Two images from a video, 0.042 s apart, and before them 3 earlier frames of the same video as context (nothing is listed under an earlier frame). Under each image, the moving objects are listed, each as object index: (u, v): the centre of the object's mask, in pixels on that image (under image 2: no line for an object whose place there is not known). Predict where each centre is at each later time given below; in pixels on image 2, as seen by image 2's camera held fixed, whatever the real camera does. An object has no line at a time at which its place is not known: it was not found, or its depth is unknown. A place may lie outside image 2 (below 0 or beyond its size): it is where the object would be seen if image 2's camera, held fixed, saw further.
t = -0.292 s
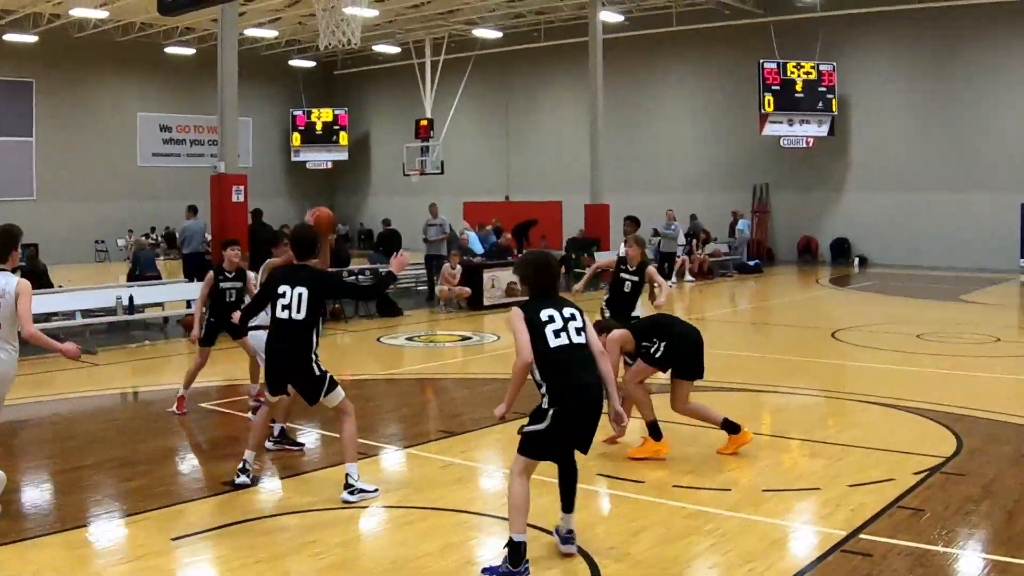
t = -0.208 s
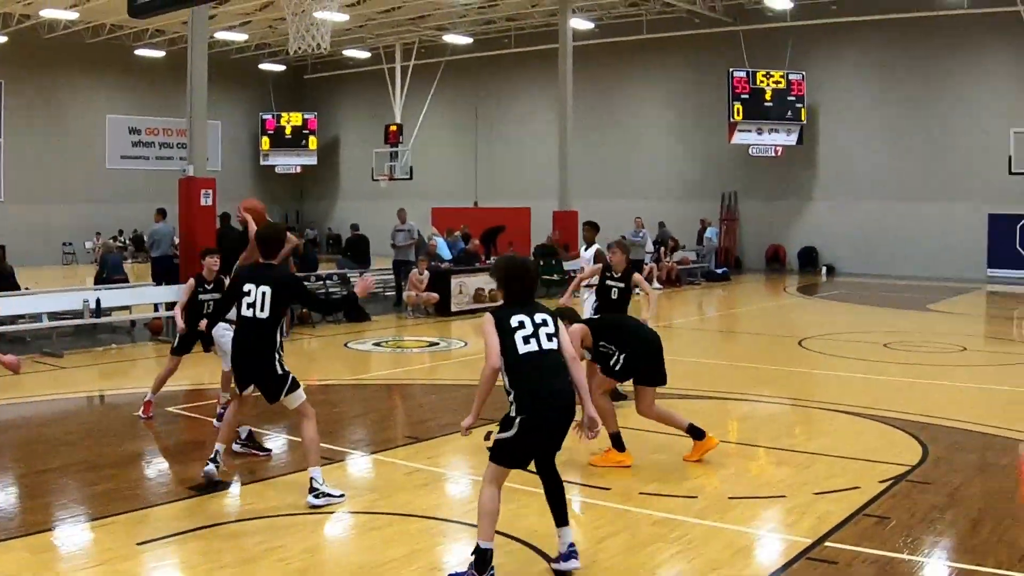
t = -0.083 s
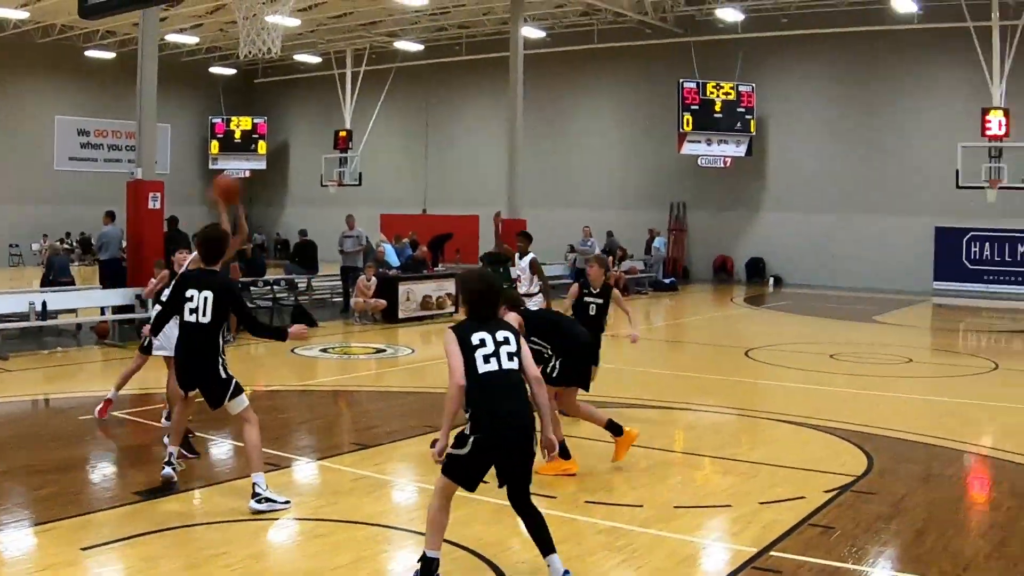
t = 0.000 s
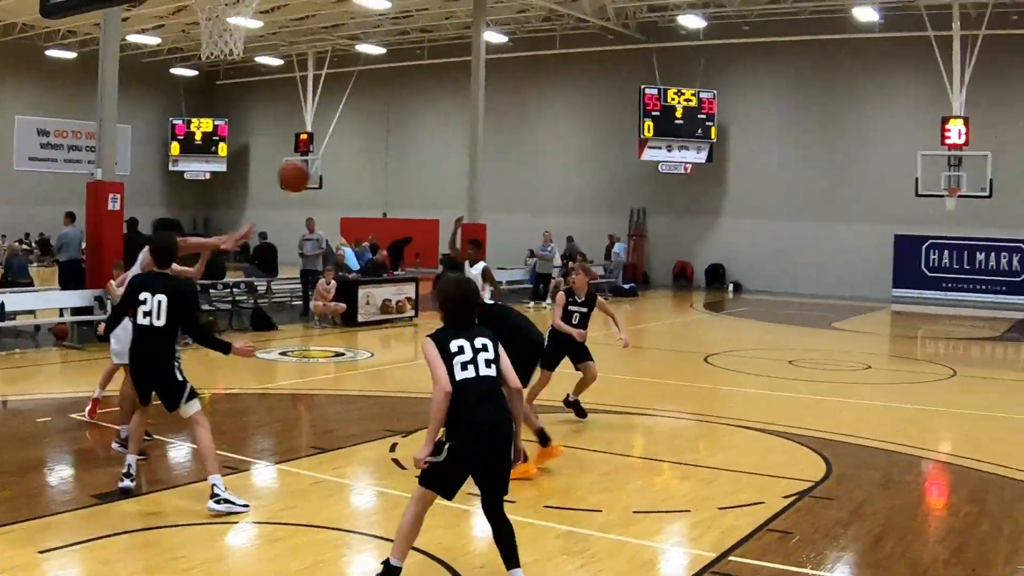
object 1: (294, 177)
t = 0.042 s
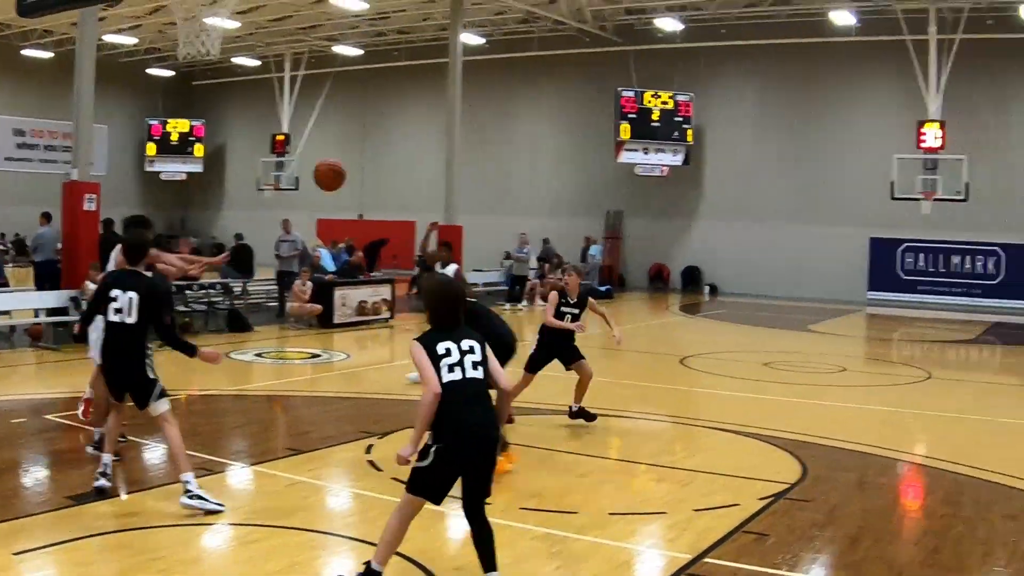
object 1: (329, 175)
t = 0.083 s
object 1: (383, 175)
